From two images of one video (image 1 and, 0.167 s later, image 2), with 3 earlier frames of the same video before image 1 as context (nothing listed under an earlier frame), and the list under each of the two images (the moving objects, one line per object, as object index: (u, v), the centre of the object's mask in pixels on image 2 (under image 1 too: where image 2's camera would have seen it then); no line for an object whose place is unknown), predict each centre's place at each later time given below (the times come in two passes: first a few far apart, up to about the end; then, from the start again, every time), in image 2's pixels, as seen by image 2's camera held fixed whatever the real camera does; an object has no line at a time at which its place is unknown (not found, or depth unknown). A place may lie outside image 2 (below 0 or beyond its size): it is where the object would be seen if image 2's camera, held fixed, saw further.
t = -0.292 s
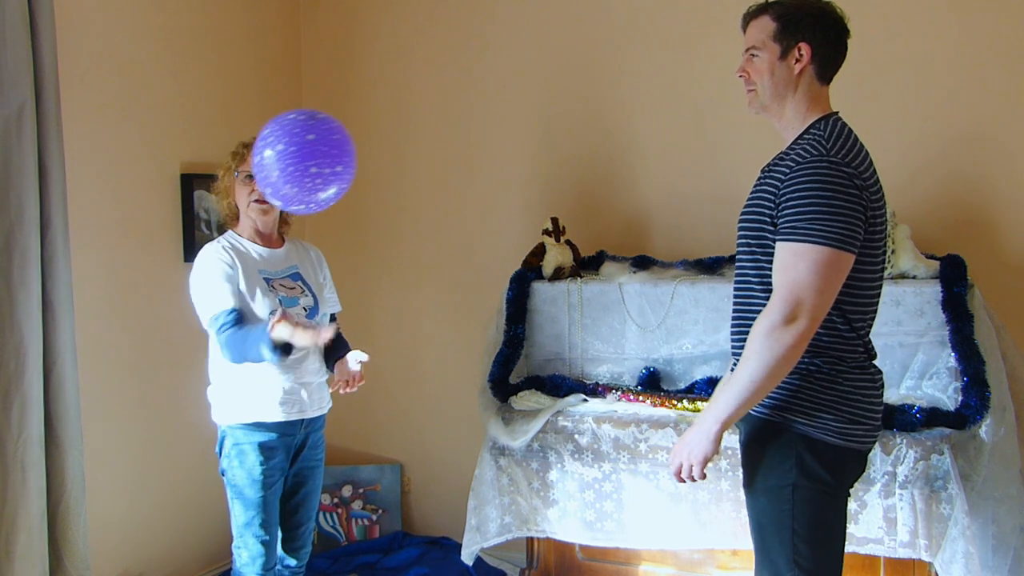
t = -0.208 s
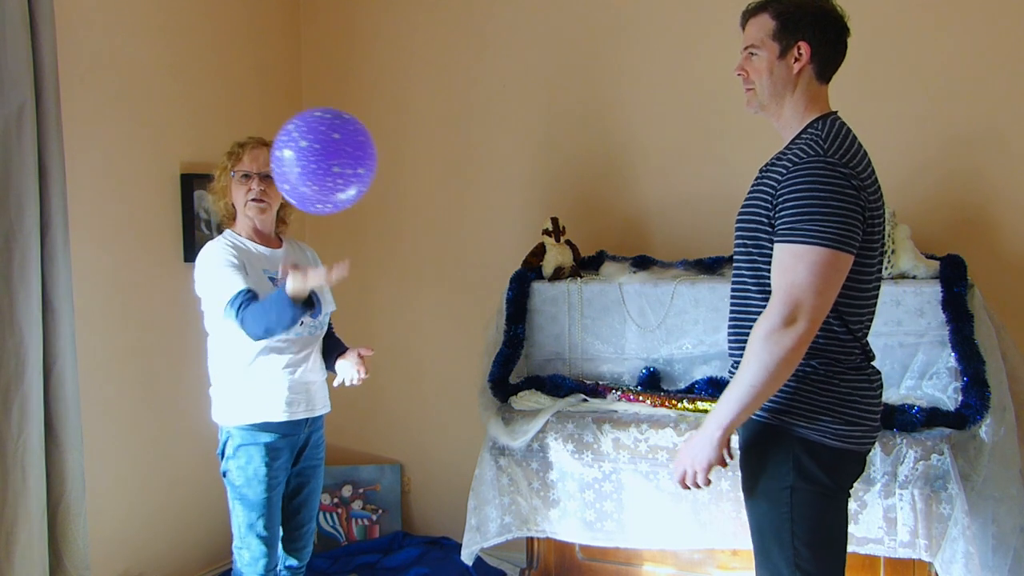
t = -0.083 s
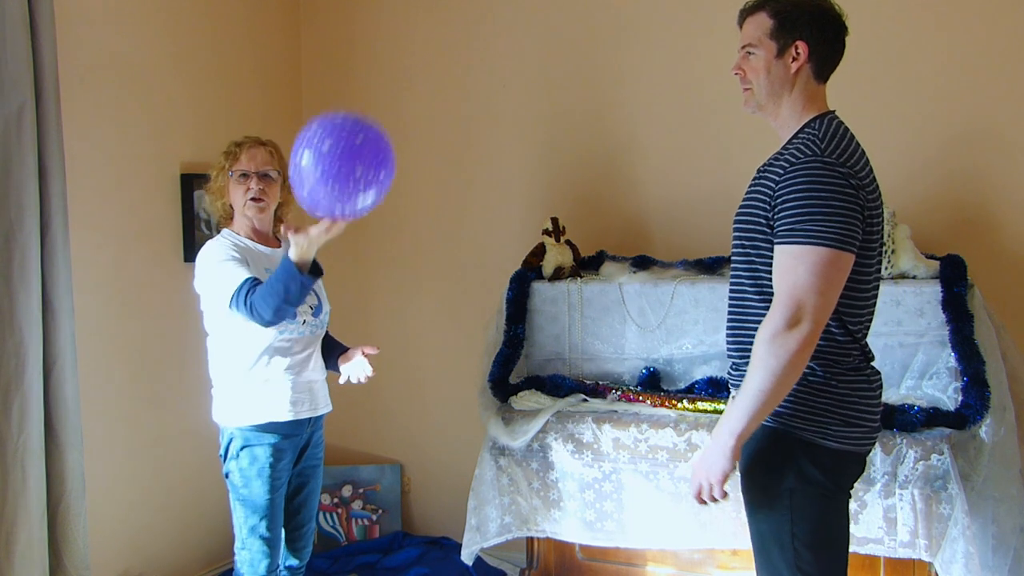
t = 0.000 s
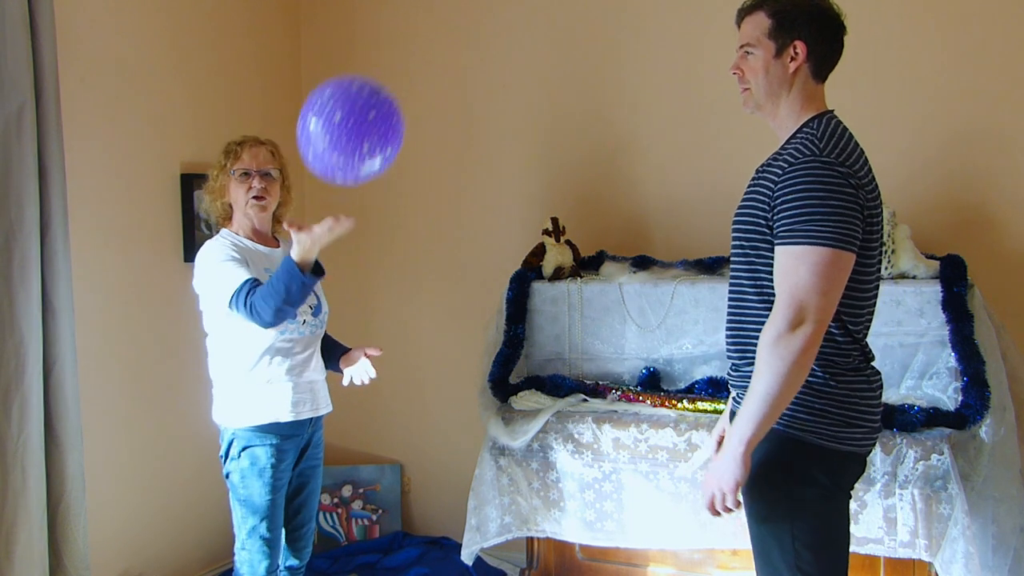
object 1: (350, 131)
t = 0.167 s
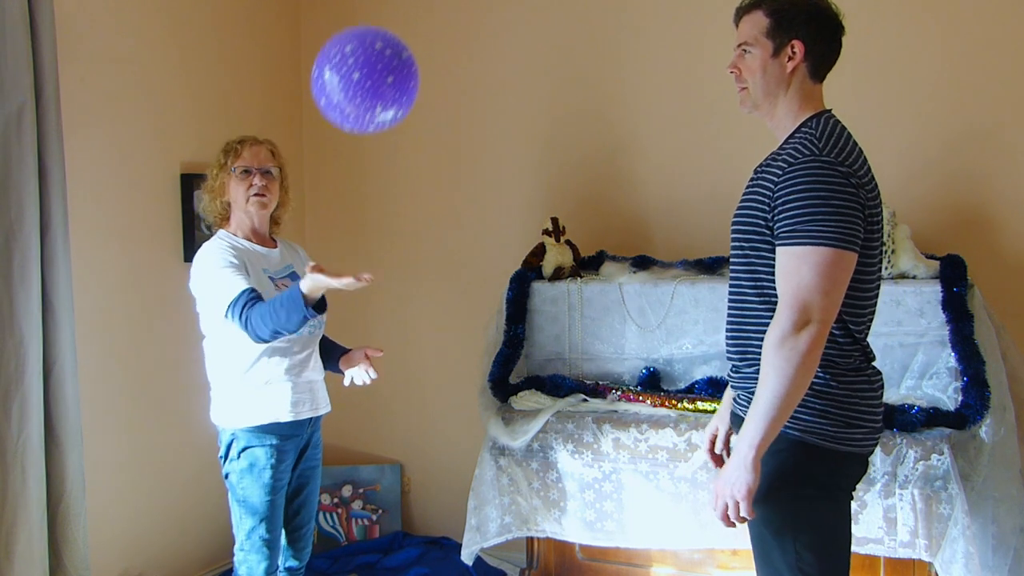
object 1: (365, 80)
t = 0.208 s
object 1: (368, 71)
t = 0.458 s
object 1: (388, 54)
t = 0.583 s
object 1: (397, 66)
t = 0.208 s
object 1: (368, 71)
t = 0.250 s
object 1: (372, 64)
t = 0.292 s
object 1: (375, 59)
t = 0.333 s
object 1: (378, 55)
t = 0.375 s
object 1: (382, 53)
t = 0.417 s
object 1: (385, 53)
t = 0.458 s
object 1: (388, 54)
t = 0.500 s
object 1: (391, 56)
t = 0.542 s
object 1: (394, 60)
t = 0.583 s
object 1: (397, 66)
